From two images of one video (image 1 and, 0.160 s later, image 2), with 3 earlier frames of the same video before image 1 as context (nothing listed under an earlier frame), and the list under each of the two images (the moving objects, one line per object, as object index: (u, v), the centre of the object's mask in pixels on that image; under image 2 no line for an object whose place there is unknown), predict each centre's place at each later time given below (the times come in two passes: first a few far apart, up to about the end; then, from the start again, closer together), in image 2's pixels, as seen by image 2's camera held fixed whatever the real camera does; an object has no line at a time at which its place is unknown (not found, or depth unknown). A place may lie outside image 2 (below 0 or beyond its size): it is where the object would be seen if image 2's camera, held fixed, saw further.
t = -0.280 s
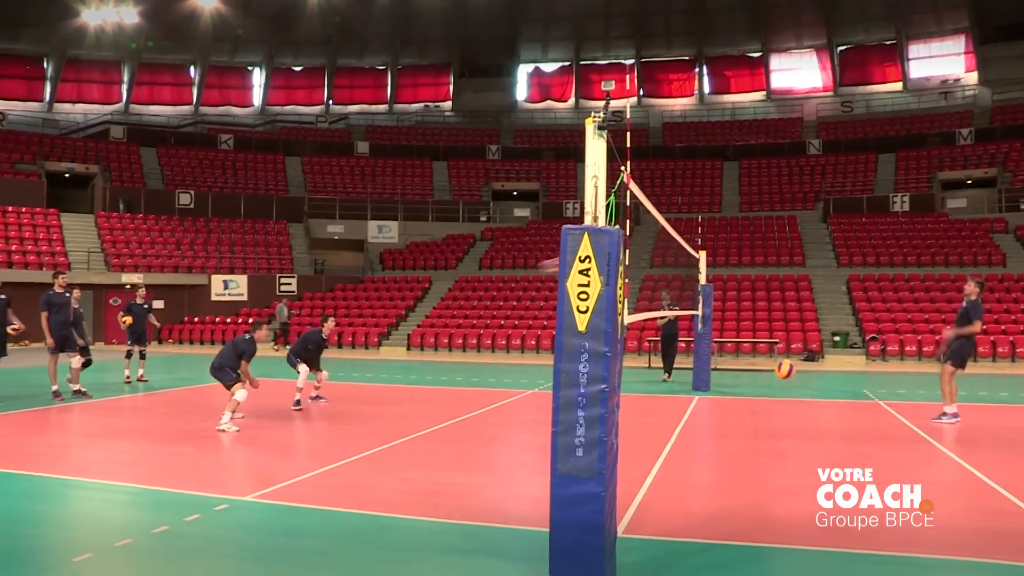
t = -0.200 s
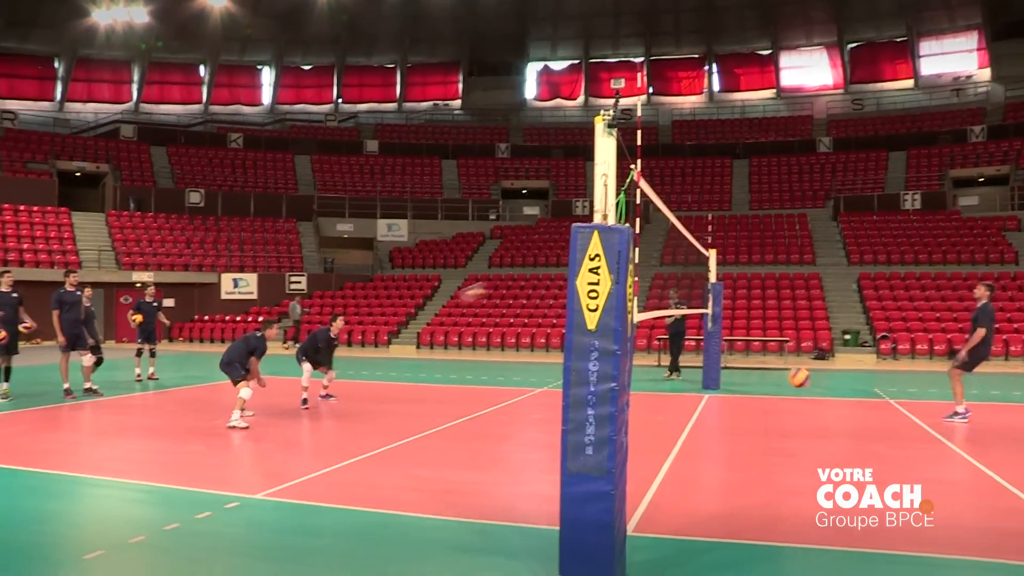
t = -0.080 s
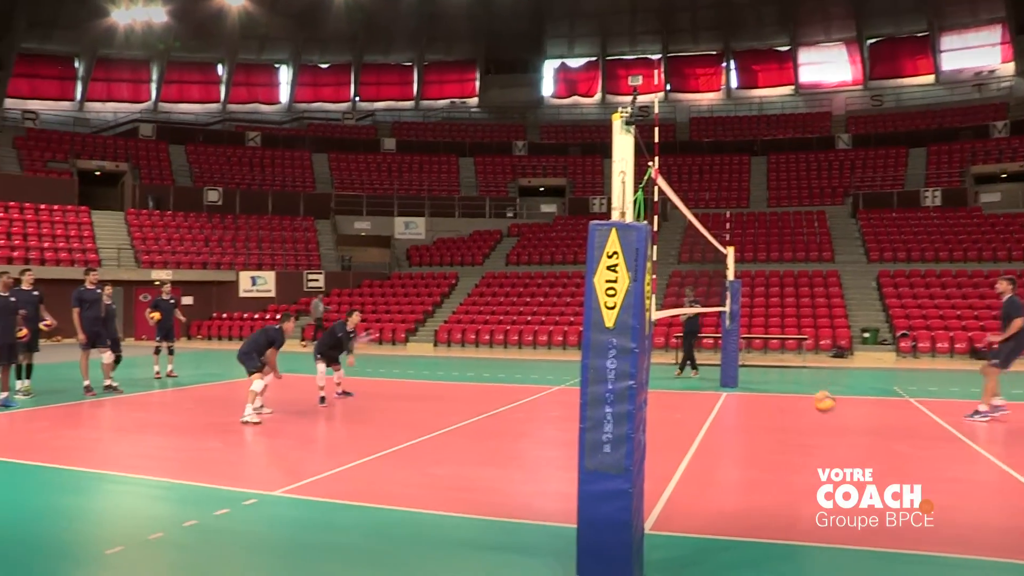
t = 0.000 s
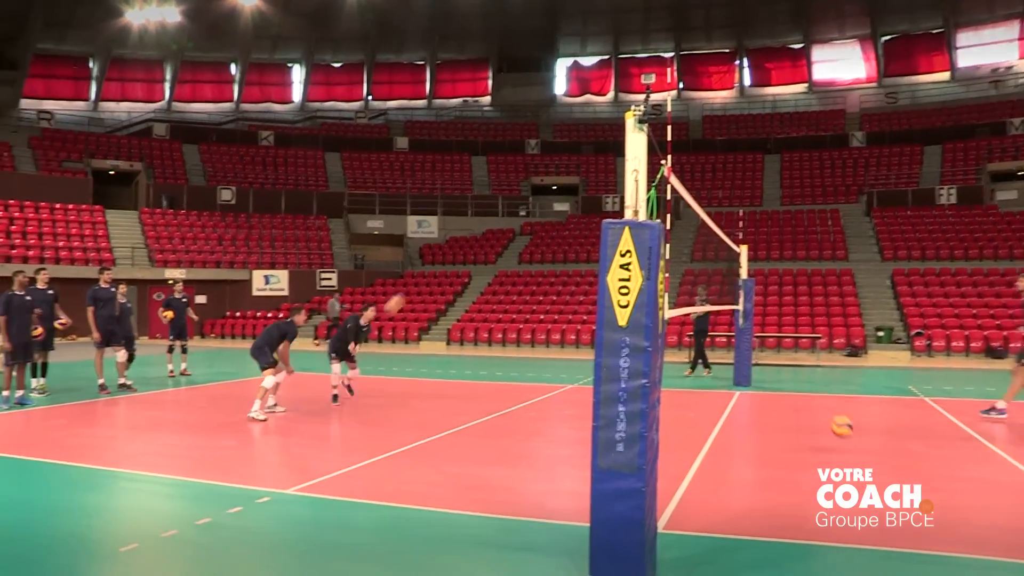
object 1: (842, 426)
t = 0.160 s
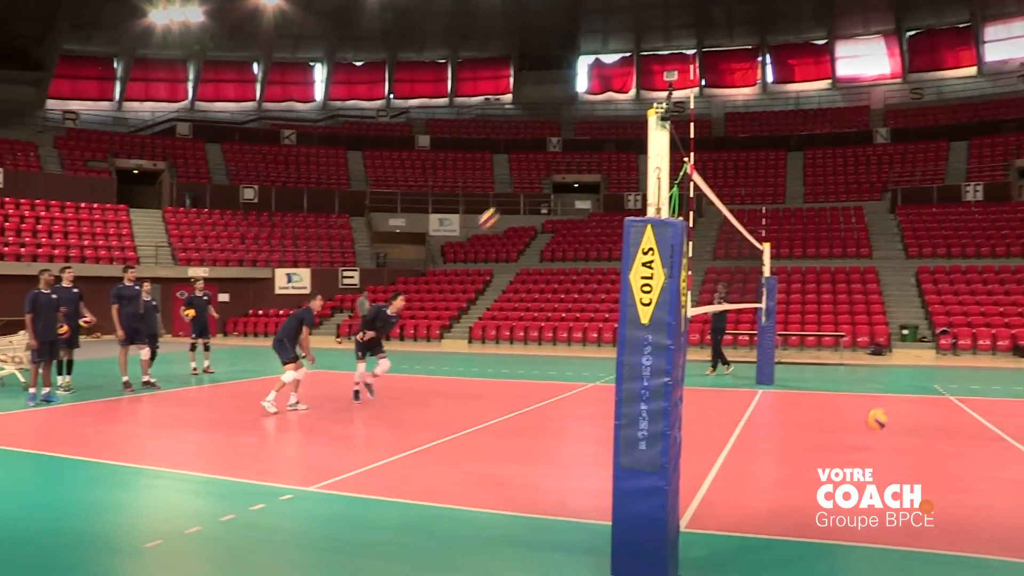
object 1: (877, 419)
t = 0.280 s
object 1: (886, 398)
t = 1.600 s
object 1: (973, 426)
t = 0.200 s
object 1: (879, 411)
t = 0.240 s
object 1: (883, 404)
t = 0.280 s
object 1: (886, 398)
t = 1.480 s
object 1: (965, 431)
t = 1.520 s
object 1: (968, 428)
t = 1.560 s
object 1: (971, 426)
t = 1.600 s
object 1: (973, 426)
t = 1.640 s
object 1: (976, 427)
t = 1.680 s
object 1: (979, 430)
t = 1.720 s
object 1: (983, 434)
